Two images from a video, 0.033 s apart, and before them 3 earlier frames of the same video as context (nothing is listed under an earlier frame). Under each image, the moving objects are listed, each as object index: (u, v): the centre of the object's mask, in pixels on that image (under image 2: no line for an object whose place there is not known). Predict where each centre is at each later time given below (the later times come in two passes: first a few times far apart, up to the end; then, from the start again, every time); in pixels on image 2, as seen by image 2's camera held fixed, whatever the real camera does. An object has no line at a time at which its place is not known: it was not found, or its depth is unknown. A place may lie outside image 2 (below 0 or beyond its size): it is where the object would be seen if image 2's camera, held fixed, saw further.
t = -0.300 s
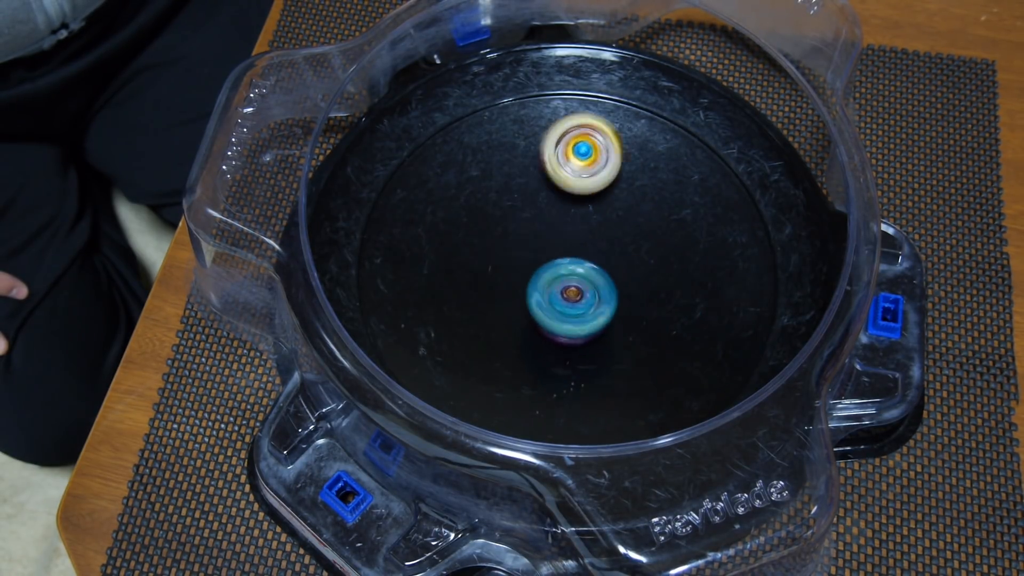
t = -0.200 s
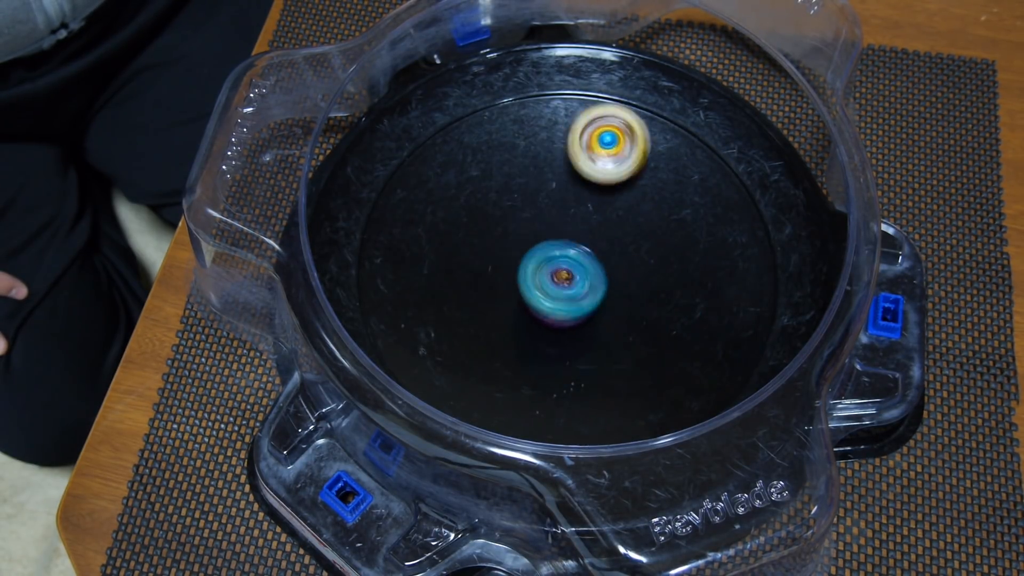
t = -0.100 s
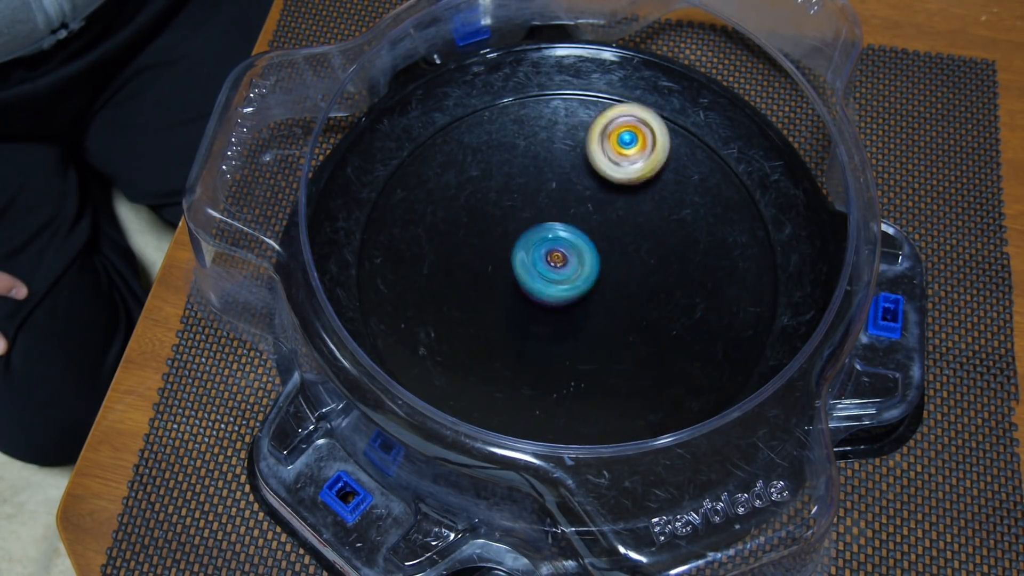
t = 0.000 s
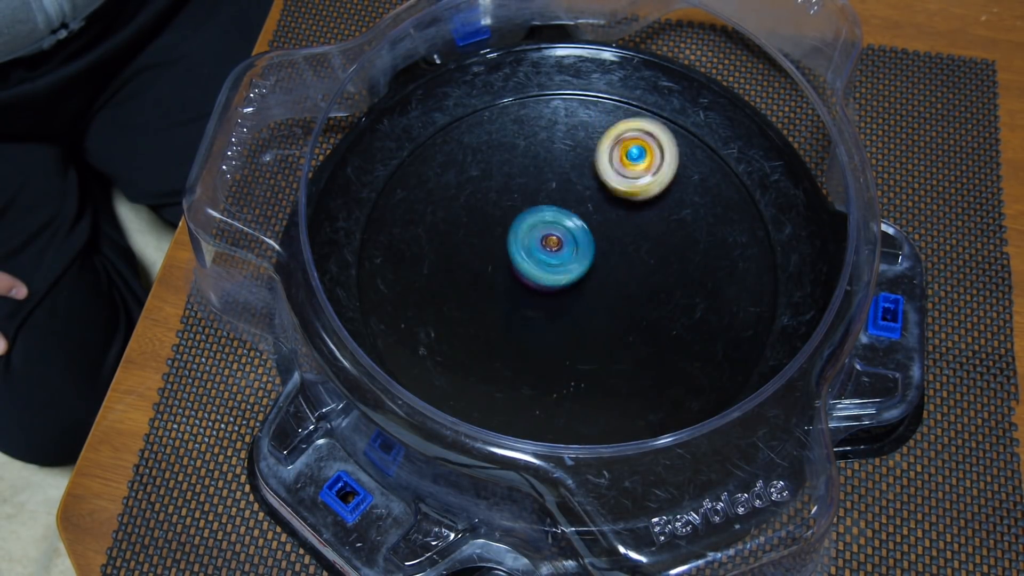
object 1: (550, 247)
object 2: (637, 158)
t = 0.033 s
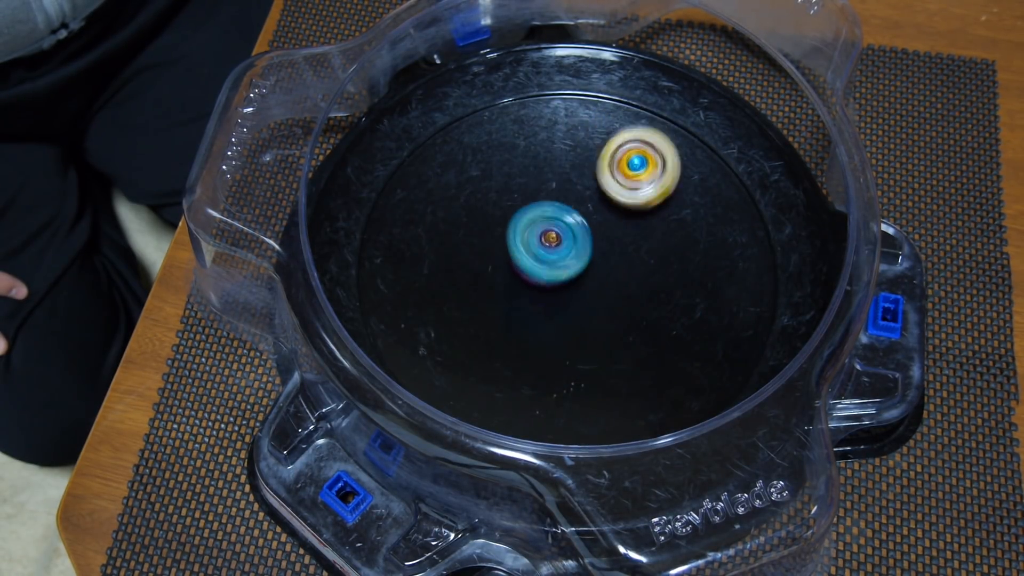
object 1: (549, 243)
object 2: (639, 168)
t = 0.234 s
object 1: (556, 226)
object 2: (646, 241)
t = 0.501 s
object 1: (591, 226)
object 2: (636, 326)
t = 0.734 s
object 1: (608, 242)
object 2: (606, 376)
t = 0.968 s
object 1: (605, 268)
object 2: (566, 343)
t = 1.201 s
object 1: (617, 245)
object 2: (482, 331)
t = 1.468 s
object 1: (572, 255)
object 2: (453, 272)
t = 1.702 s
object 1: (574, 264)
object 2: (471, 208)
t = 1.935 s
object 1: (582, 262)
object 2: (509, 166)
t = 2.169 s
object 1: (583, 255)
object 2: (580, 171)
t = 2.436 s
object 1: (577, 269)
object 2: (649, 201)
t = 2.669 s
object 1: (570, 273)
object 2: (672, 257)
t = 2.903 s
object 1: (563, 264)
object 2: (648, 315)
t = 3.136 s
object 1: (564, 251)
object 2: (589, 346)
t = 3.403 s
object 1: (576, 244)
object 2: (519, 329)
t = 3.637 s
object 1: (586, 248)
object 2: (494, 278)
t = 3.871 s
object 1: (588, 259)
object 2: (507, 222)
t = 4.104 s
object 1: (580, 267)
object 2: (539, 186)
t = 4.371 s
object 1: (565, 265)
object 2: (594, 189)
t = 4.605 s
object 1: (551, 262)
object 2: (637, 218)
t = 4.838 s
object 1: (546, 256)
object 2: (658, 254)
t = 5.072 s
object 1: (558, 245)
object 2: (634, 292)
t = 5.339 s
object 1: (543, 202)
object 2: (639, 360)
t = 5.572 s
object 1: (573, 221)
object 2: (591, 355)
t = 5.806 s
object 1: (618, 221)
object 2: (521, 339)
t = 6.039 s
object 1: (614, 230)
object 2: (504, 303)
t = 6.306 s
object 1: (630, 258)
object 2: (528, 244)
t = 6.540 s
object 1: (627, 300)
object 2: (592, 197)
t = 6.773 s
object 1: (586, 309)
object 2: (645, 218)
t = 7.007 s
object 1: (542, 258)
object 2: (633, 289)
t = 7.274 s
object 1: (565, 212)
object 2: (540, 306)
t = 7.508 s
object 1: (602, 233)
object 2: (514, 239)
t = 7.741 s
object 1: (600, 290)
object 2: (571, 197)
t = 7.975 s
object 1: (555, 302)
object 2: (631, 229)
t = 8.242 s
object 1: (546, 249)
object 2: (619, 306)
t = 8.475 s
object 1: (590, 230)
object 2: (554, 317)
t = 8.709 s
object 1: (612, 264)
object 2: (519, 264)
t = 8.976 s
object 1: (570, 287)
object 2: (548, 214)
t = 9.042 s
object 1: (555, 285)
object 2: (565, 207)
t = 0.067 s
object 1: (549, 239)
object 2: (639, 179)
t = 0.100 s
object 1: (549, 236)
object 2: (641, 191)
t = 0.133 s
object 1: (550, 233)
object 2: (642, 204)
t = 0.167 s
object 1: (551, 230)
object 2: (643, 216)
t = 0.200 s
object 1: (553, 228)
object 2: (644, 229)
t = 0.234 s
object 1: (556, 226)
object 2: (646, 241)
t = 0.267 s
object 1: (559, 224)
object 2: (646, 252)
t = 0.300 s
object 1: (562, 223)
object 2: (646, 264)
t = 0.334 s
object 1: (566, 223)
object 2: (645, 275)
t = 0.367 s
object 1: (571, 223)
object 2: (644, 286)
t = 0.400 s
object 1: (577, 223)
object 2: (643, 297)
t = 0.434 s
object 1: (582, 224)
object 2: (640, 307)
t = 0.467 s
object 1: (586, 225)
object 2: (639, 317)
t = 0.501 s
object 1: (591, 226)
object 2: (636, 326)
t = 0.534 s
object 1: (594, 228)
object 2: (632, 336)
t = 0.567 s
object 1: (597, 230)
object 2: (628, 344)
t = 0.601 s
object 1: (601, 232)
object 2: (624, 353)
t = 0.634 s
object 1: (603, 234)
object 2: (619, 360)
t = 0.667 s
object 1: (605, 236)
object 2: (615, 367)
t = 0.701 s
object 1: (607, 239)
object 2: (611, 372)
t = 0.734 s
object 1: (608, 242)
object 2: (606, 376)
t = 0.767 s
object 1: (608, 246)
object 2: (602, 377)
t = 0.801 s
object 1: (609, 250)
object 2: (597, 376)
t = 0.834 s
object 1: (610, 254)
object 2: (593, 372)
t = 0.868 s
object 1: (609, 257)
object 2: (589, 366)
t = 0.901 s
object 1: (608, 261)
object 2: (581, 359)
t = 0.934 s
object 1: (607, 264)
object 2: (574, 352)
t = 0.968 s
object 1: (605, 268)
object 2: (566, 343)
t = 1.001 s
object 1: (610, 264)
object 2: (549, 339)
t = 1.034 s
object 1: (618, 258)
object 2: (534, 341)
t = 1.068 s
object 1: (623, 251)
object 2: (522, 340)
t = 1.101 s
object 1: (624, 247)
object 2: (510, 339)
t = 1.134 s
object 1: (623, 245)
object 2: (501, 337)
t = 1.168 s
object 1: (620, 245)
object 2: (490, 334)
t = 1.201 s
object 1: (617, 245)
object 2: (482, 331)
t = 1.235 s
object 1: (613, 246)
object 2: (474, 325)
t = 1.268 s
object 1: (607, 246)
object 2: (467, 320)
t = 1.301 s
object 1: (601, 248)
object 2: (461, 313)
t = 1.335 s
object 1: (595, 250)
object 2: (456, 306)
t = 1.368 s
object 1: (590, 251)
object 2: (454, 299)
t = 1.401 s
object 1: (584, 252)
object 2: (452, 290)
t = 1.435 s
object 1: (578, 253)
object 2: (452, 282)
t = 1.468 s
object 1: (572, 255)
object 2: (453, 272)
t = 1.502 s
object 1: (568, 256)
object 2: (456, 265)
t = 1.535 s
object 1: (565, 257)
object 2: (460, 256)
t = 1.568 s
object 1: (561, 257)
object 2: (466, 248)
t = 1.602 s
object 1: (558, 258)
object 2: (470, 239)
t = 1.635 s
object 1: (563, 261)
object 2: (470, 228)
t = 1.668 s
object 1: (570, 264)
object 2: (470, 217)
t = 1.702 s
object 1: (574, 264)
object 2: (471, 208)
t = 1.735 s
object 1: (576, 265)
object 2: (474, 201)
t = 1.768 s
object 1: (578, 265)
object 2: (477, 193)
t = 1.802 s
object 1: (580, 265)
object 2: (481, 185)
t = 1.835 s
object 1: (581, 264)
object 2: (486, 179)
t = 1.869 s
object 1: (581, 263)
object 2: (492, 174)
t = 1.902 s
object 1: (581, 262)
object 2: (500, 171)
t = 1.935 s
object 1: (582, 262)
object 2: (509, 166)
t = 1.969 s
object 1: (583, 260)
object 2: (517, 165)
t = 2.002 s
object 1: (583, 259)
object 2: (527, 163)
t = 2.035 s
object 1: (583, 258)
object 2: (538, 164)
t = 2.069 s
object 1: (583, 259)
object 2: (548, 163)
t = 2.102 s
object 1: (584, 257)
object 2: (558, 165)
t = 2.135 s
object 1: (584, 256)
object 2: (569, 167)
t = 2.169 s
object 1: (583, 255)
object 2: (580, 171)
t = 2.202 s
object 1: (583, 256)
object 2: (589, 173)
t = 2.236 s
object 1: (582, 257)
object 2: (600, 176)
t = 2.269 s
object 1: (581, 261)
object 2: (609, 177)
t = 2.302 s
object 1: (580, 264)
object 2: (619, 181)
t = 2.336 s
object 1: (579, 266)
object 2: (628, 184)
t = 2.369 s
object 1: (579, 266)
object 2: (635, 189)
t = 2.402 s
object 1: (578, 268)
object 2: (642, 194)
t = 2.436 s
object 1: (577, 269)
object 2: (649, 201)
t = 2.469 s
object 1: (577, 270)
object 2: (655, 206)
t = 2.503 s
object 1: (576, 271)
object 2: (661, 214)
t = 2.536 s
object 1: (574, 272)
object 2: (664, 222)
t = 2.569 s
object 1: (573, 273)
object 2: (668, 231)
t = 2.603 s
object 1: (573, 273)
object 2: (670, 239)
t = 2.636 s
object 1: (571, 273)
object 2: (672, 248)
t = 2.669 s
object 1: (570, 273)
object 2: (672, 257)
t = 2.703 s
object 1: (569, 273)
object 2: (672, 266)
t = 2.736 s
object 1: (568, 271)
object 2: (671, 275)
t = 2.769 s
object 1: (566, 270)
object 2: (668, 283)
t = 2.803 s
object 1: (565, 269)
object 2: (665, 292)
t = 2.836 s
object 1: (565, 268)
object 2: (660, 300)
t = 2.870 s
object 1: (564, 266)
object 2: (655, 308)
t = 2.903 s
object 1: (563, 264)
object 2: (648, 315)
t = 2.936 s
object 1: (562, 263)
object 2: (642, 321)
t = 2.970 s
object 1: (563, 260)
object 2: (634, 328)
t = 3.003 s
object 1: (562, 258)
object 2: (626, 333)
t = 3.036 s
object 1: (562, 257)
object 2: (618, 338)
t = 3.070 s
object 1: (563, 255)
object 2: (608, 341)
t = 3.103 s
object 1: (563, 253)
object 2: (601, 343)
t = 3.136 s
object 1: (564, 251)
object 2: (589, 346)
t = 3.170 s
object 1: (565, 251)
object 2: (580, 346)
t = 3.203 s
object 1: (567, 248)
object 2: (570, 347)
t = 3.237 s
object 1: (568, 247)
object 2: (561, 345)
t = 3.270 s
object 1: (569, 246)
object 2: (551, 344)
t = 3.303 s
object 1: (572, 245)
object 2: (541, 341)
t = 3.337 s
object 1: (573, 244)
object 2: (535, 337)
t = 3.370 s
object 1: (574, 244)
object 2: (525, 334)
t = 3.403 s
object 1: (576, 244)
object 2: (519, 329)
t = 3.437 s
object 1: (578, 244)
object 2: (513, 324)
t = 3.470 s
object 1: (579, 244)
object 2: (507, 317)
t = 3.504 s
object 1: (581, 245)
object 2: (503, 311)
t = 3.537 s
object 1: (582, 245)
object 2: (499, 303)
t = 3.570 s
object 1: (584, 246)
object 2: (497, 295)
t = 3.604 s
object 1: (584, 248)
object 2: (495, 287)
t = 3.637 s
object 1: (586, 248)
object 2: (494, 278)
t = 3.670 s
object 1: (587, 250)
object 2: (494, 270)
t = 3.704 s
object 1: (587, 251)
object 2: (494, 262)
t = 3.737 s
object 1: (588, 253)
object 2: (495, 253)
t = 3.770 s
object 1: (588, 254)
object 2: (498, 245)
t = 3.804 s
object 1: (588, 256)
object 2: (500, 237)
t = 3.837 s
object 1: (588, 258)
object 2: (502, 229)
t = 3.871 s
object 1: (588, 259)
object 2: (507, 222)
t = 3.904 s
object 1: (587, 260)
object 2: (509, 214)
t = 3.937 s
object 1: (586, 263)
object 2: (513, 208)
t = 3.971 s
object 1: (585, 263)
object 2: (518, 203)
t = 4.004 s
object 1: (584, 265)
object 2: (522, 197)
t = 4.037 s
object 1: (582, 266)
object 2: (527, 193)
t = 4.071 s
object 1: (581, 267)
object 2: (533, 190)
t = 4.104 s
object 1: (580, 267)
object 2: (539, 186)
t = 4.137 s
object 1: (577, 268)
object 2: (546, 184)
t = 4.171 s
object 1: (576, 268)
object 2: (552, 183)
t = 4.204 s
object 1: (575, 268)
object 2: (560, 182)
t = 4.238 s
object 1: (572, 268)
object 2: (568, 181)
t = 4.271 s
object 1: (571, 267)
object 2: (574, 183)
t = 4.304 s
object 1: (569, 266)
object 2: (581, 184)
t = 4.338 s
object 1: (567, 265)
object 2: (588, 186)
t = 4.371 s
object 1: (565, 265)
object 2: (594, 189)
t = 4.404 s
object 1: (563, 264)
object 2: (601, 191)
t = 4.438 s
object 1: (560, 264)
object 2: (608, 195)
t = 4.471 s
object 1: (559, 265)
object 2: (612, 199)
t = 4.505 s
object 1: (558, 263)
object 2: (618, 204)
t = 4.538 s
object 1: (557, 262)
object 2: (624, 209)
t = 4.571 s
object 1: (554, 263)
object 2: (629, 214)
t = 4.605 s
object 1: (551, 262)
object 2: (637, 218)
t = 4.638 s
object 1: (548, 262)
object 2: (643, 223)
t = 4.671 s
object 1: (547, 263)
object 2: (647, 227)
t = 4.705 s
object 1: (547, 261)
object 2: (652, 232)
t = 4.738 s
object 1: (546, 260)
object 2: (655, 236)
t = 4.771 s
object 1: (546, 260)
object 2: (656, 242)
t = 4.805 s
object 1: (546, 257)
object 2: (658, 248)
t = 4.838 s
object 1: (546, 256)
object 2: (658, 254)
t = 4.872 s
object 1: (548, 255)
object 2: (657, 259)
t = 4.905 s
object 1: (549, 253)
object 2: (655, 265)
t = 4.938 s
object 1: (550, 251)
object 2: (652, 271)
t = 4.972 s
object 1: (552, 250)
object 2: (648, 276)
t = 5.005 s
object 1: (554, 248)
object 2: (645, 280)
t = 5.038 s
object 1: (556, 246)
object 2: (639, 285)
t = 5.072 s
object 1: (558, 245)
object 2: (634, 292)
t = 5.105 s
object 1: (550, 232)
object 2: (637, 306)
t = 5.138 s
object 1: (544, 223)
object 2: (640, 320)
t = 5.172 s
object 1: (540, 214)
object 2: (643, 328)
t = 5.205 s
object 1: (538, 210)
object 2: (643, 335)
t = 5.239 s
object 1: (538, 207)
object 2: (644, 342)
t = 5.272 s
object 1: (538, 204)
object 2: (644, 348)
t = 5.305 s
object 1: (540, 204)
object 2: (641, 354)
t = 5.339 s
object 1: (543, 202)
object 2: (639, 360)
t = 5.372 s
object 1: (546, 203)
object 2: (634, 364)
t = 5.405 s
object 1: (551, 203)
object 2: (628, 368)
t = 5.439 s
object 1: (555, 205)
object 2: (623, 368)
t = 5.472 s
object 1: (561, 208)
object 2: (615, 367)
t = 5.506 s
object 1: (564, 212)
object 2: (609, 365)
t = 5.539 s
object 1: (569, 218)
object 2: (601, 361)
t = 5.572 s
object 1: (573, 221)
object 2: (591, 355)
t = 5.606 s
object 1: (577, 228)
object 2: (585, 349)
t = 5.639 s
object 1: (581, 233)
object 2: (578, 342)
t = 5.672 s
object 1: (583, 240)
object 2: (572, 336)
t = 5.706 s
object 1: (586, 246)
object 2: (566, 327)
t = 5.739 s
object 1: (595, 239)
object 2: (550, 331)
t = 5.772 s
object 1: (608, 229)
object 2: (533, 338)
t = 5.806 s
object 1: (618, 221)
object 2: (521, 339)
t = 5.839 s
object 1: (623, 217)
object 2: (511, 337)
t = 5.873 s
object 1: (627, 215)
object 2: (505, 334)
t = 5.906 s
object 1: (626, 216)
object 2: (502, 329)
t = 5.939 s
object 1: (625, 218)
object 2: (500, 324)
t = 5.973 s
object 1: (621, 222)
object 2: (500, 317)
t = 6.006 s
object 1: (619, 225)
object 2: (501, 310)
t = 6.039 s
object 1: (614, 230)
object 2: (504, 303)
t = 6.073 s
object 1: (611, 235)
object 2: (509, 295)
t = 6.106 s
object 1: (605, 239)
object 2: (515, 288)
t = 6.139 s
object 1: (601, 244)
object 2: (523, 281)
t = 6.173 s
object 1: (609, 248)
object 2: (520, 274)
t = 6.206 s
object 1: (622, 251)
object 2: (517, 266)
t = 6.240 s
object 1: (627, 253)
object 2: (517, 256)
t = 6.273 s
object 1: (631, 256)
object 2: (522, 248)
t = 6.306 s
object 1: (630, 258)
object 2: (528, 244)
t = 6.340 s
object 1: (630, 260)
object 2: (536, 239)
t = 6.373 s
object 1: (627, 260)
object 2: (546, 236)
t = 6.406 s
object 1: (627, 266)
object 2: (554, 231)
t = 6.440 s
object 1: (628, 279)
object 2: (561, 220)
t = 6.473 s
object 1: (631, 288)
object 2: (570, 210)
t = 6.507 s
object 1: (628, 297)
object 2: (581, 202)
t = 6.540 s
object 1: (627, 300)
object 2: (592, 197)
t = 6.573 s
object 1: (622, 304)
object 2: (604, 195)
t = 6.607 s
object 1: (619, 307)
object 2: (613, 194)
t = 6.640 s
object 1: (612, 311)
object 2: (622, 195)
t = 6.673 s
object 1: (607, 311)
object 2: (631, 199)
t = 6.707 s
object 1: (599, 313)
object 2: (636, 204)
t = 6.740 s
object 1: (592, 310)
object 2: (641, 210)
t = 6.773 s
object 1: (586, 309)
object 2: (645, 218)
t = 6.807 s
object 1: (579, 304)
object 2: (648, 227)
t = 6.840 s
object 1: (574, 299)
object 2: (649, 237)
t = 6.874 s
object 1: (566, 292)
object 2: (649, 249)
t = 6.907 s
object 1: (562, 285)
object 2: (645, 260)
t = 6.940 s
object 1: (554, 276)
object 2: (643, 270)
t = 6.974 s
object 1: (549, 267)
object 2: (638, 280)
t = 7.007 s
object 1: (542, 258)
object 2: (633, 289)
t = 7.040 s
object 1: (539, 248)
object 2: (624, 298)
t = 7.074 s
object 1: (541, 241)
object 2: (615, 305)
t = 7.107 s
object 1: (541, 231)
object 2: (601, 309)
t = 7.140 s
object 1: (545, 226)
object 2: (590, 314)
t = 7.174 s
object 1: (548, 220)
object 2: (575, 314)
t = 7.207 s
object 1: (553, 216)
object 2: (563, 314)
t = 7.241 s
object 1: (559, 215)
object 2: (550, 311)
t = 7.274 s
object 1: (565, 212)
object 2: (540, 306)
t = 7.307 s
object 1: (571, 212)
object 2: (528, 299)
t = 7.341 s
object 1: (577, 213)
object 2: (521, 290)
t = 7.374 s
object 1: (584, 214)
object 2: (514, 281)
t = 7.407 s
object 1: (589, 219)
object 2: (510, 270)
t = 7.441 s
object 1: (594, 221)
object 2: (510, 260)
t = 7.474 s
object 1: (599, 227)
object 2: (510, 249)
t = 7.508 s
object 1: (602, 233)
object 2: (514, 239)
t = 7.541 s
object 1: (606, 239)
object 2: (518, 230)
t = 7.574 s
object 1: (606, 247)
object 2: (524, 221)
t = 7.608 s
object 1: (608, 254)
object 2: (533, 215)
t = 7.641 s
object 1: (608, 266)
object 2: (541, 208)
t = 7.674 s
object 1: (607, 274)
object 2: (551, 203)
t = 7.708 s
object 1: (606, 283)
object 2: (561, 201)
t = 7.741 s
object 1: (600, 290)
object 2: (571, 197)
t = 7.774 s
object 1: (595, 295)
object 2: (582, 198)
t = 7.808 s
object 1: (588, 302)
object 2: (591, 200)
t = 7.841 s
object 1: (582, 303)
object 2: (602, 202)
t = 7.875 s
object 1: (576, 305)
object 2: (611, 207)
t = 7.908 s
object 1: (566, 305)
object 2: (619, 213)
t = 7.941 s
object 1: (561, 303)
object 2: (625, 220)
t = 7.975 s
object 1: (555, 302)
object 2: (631, 229)
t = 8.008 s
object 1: (549, 295)
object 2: (636, 238)
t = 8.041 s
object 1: (545, 290)
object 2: (638, 249)
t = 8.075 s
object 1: (540, 284)
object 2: (639, 259)
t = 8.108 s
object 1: (539, 276)
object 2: (638, 269)
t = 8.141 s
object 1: (540, 269)
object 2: (635, 280)
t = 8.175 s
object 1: (539, 261)
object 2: (632, 289)
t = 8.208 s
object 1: (542, 254)
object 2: (627, 298)
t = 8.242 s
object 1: (546, 249)
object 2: (619, 306)
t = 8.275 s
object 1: (550, 241)
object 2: (611, 312)
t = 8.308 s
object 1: (556, 237)
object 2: (602, 318)
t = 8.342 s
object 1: (562, 235)
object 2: (591, 320)
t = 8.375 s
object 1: (569, 230)
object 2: (583, 322)
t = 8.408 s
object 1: (576, 230)
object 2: (573, 323)
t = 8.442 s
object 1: (582, 231)
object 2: (561, 321)
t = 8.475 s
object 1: (590, 230)
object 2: (554, 317)
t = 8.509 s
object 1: (596, 233)
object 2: (546, 313)
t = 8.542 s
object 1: (600, 237)
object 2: (538, 306)
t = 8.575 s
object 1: (605, 240)
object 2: (533, 298)
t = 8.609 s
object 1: (610, 245)
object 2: (527, 291)
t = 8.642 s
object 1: (610, 251)
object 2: (522, 282)
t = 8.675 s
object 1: (611, 256)
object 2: (519, 272)
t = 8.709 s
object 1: (612, 264)
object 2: (519, 264)
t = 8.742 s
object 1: (609, 269)
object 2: (520, 256)
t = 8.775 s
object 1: (605, 275)
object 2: (520, 247)
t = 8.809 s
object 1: (602, 282)
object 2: (523, 238)
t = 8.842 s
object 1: (596, 285)
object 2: (526, 231)
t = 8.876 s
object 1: (590, 287)
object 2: (530, 225)
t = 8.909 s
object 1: (583, 291)
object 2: (535, 220)
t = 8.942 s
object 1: (576, 289)
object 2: (542, 216)
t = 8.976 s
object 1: (570, 287)
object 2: (548, 214)
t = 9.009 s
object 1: (563, 288)
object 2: (556, 211)
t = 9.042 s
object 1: (555, 285)
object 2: (565, 207)
